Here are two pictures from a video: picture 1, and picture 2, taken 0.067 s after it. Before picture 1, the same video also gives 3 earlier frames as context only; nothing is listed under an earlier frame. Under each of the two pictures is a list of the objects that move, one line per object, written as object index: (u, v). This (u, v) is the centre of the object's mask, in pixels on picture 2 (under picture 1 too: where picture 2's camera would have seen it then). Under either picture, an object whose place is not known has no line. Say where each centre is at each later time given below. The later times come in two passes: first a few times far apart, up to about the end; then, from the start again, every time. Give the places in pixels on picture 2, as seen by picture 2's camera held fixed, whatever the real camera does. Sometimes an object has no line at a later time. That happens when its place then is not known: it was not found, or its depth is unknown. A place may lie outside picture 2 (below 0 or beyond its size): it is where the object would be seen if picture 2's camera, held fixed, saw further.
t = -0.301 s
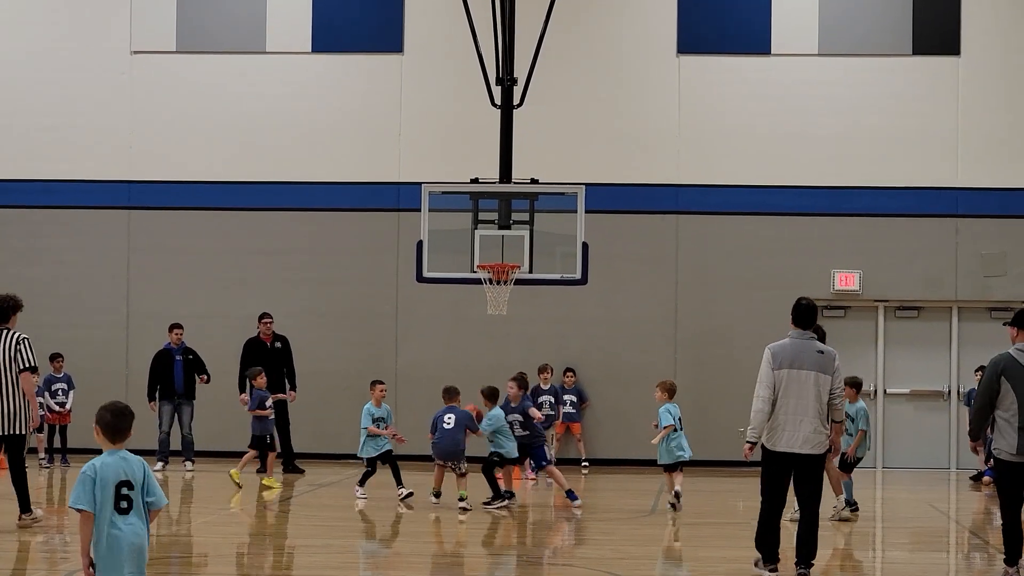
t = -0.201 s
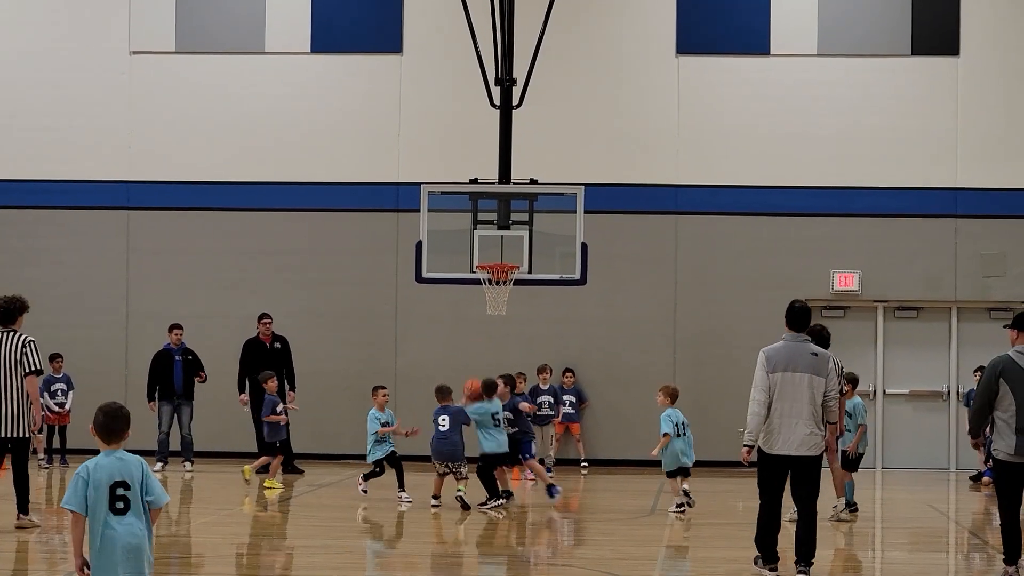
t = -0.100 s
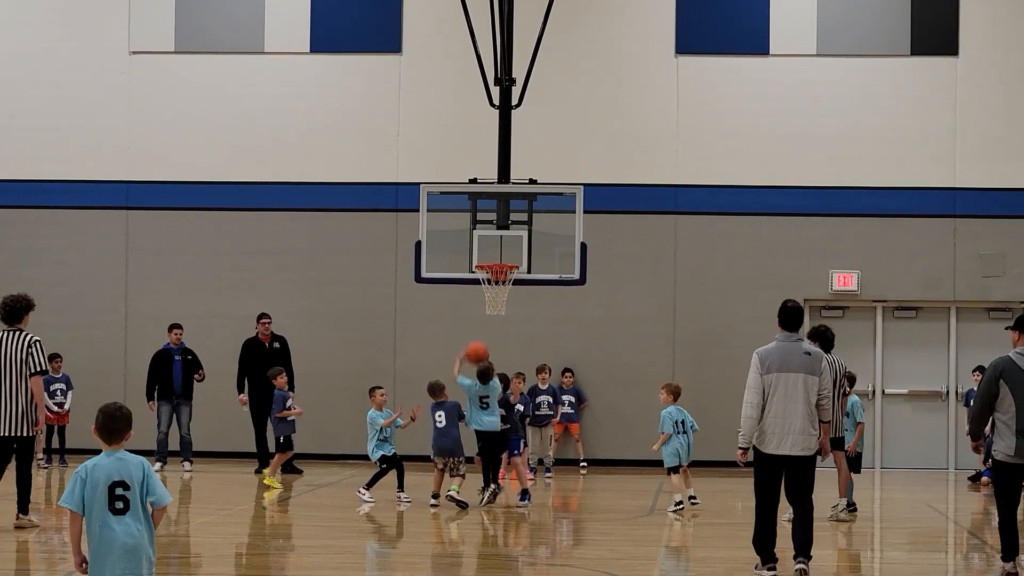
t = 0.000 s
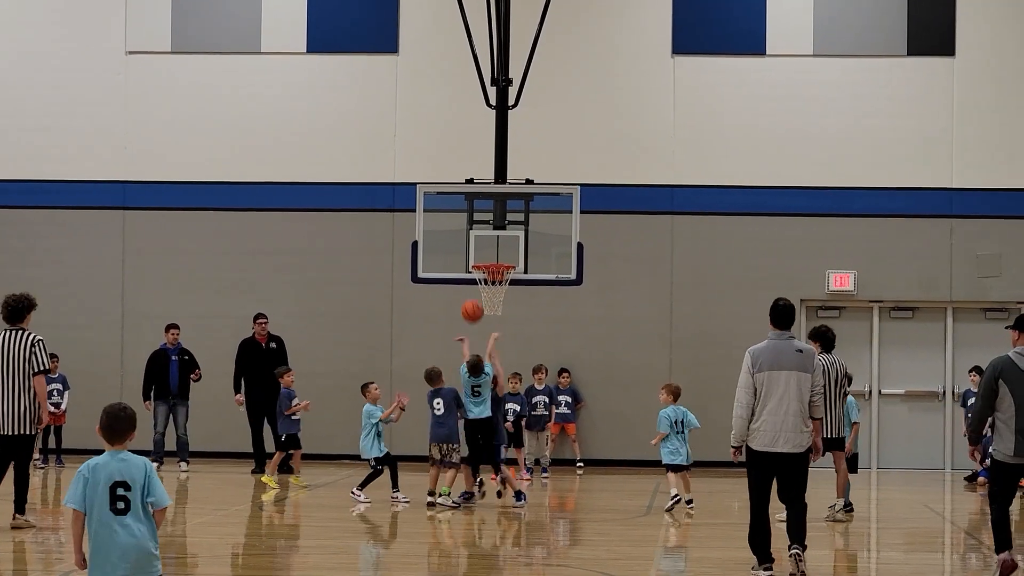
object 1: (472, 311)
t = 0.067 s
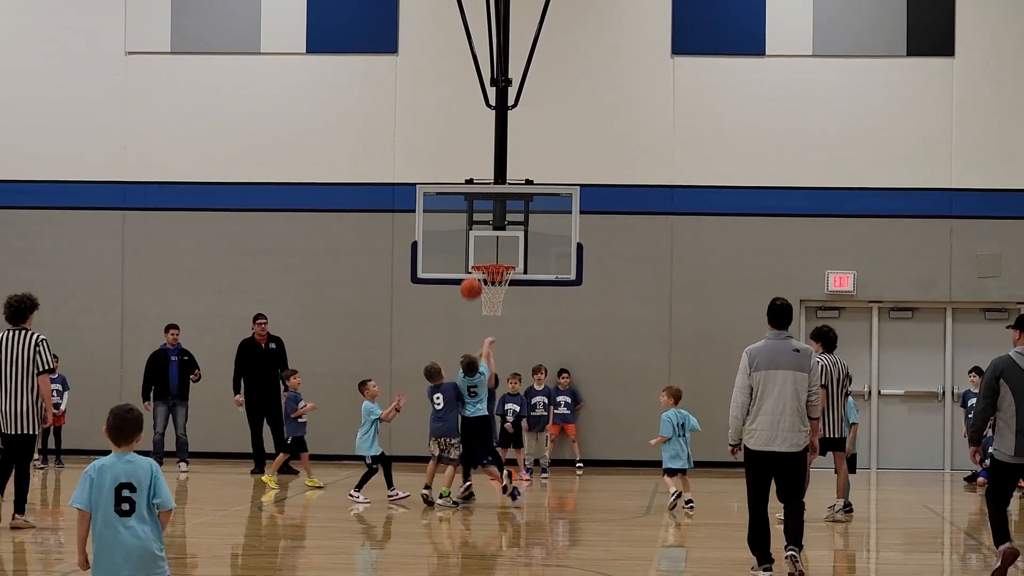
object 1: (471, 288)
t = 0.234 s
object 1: (468, 250)
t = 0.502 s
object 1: (463, 247)
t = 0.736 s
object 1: (458, 298)
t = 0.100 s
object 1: (470, 278)
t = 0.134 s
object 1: (470, 270)
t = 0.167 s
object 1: (469, 262)
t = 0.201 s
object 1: (469, 255)
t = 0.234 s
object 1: (468, 250)
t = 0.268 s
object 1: (468, 246)
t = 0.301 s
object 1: (467, 243)
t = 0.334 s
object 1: (466, 241)
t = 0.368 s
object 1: (466, 240)
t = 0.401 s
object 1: (465, 240)
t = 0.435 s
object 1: (465, 241)
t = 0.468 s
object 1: (464, 244)
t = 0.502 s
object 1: (463, 247)
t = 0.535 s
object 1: (462, 251)
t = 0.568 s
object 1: (462, 256)
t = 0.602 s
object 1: (460, 262)
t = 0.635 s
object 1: (460, 270)
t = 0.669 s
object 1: (459, 278)
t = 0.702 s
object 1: (459, 288)
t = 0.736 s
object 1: (458, 298)
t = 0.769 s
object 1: (457, 310)
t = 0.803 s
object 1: (456, 322)
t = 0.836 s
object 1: (454, 335)
